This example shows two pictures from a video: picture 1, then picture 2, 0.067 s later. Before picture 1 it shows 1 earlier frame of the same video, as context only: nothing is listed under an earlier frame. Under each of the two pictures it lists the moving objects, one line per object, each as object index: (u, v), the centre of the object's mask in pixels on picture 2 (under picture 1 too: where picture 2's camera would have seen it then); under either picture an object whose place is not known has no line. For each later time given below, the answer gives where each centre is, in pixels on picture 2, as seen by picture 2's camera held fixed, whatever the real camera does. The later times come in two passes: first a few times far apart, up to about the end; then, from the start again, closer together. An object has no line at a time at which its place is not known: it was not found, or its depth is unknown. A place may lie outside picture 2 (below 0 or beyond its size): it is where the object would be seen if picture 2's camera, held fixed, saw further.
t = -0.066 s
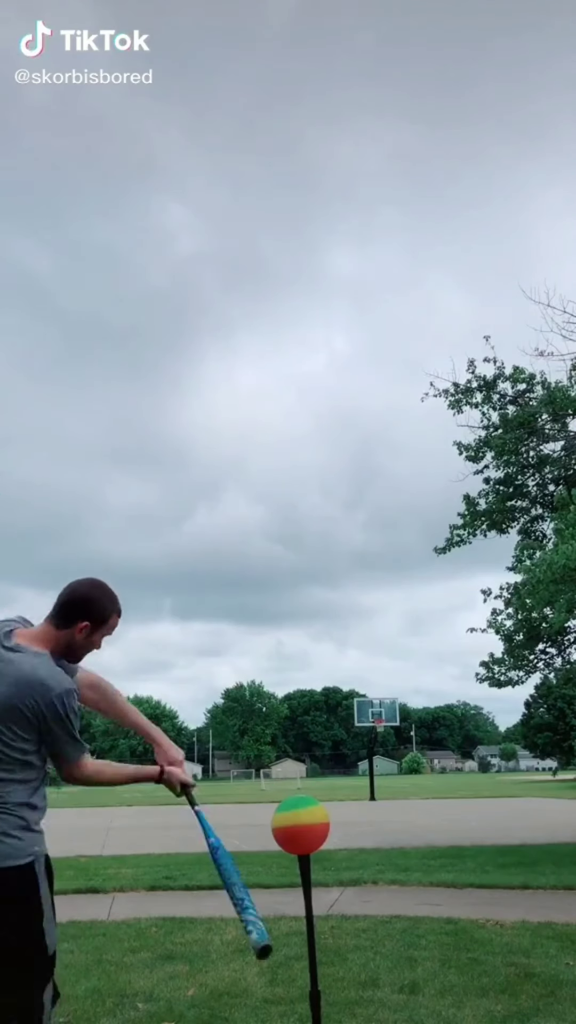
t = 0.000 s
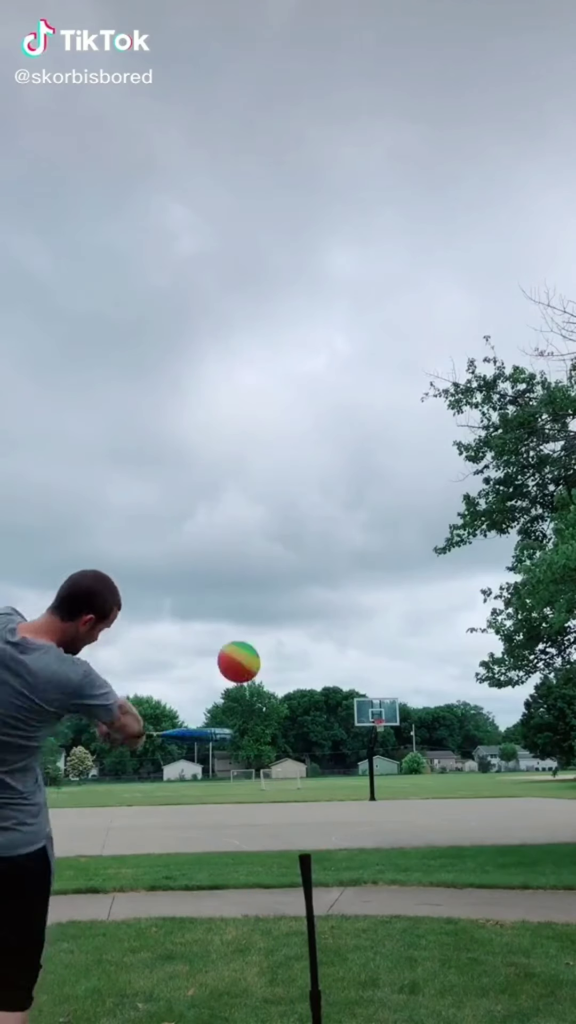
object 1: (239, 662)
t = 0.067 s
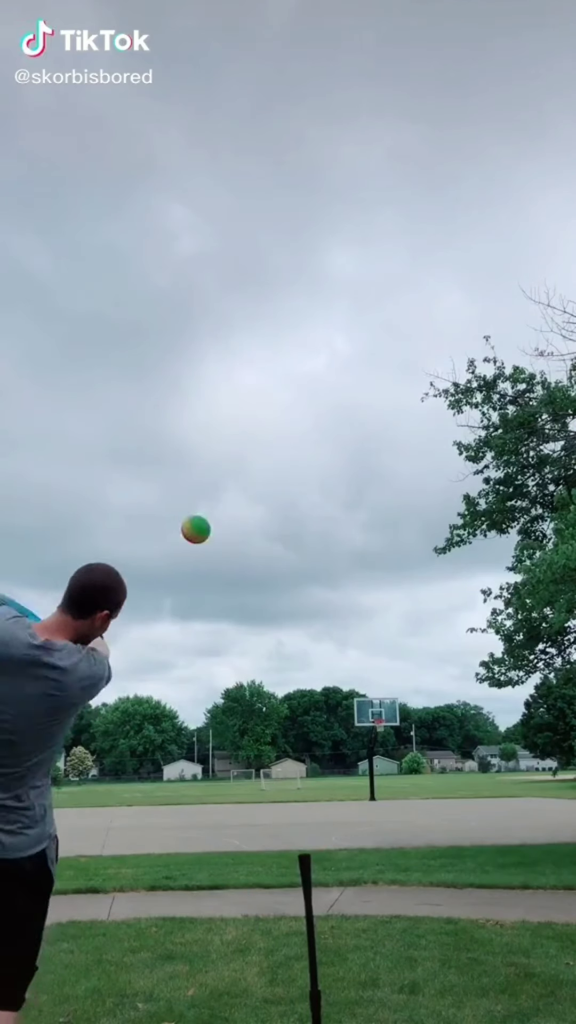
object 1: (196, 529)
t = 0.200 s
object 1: (177, 434)
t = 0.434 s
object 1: (188, 390)
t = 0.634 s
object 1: (207, 394)
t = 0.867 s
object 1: (232, 417)
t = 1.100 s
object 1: (256, 451)
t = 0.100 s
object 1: (187, 494)
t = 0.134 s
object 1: (182, 469)
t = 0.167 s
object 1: (179, 449)
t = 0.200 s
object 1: (177, 434)
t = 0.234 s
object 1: (177, 422)
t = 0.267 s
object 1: (177, 413)
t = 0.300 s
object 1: (179, 405)
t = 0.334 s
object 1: (180, 399)
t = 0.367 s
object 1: (183, 395)
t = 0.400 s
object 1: (185, 392)
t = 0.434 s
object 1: (188, 390)
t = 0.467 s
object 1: (190, 389)
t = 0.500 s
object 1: (193, 389)
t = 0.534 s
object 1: (197, 389)
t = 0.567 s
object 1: (200, 390)
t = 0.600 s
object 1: (204, 392)
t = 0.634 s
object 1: (207, 394)
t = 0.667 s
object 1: (211, 397)
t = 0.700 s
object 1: (214, 399)
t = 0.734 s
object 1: (218, 402)
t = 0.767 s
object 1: (222, 406)
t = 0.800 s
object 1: (225, 409)
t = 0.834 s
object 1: (229, 413)
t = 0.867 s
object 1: (232, 417)
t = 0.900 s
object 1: (236, 421)
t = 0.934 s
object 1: (239, 426)
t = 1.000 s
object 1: (246, 436)
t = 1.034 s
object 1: (249, 441)
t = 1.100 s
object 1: (256, 451)
